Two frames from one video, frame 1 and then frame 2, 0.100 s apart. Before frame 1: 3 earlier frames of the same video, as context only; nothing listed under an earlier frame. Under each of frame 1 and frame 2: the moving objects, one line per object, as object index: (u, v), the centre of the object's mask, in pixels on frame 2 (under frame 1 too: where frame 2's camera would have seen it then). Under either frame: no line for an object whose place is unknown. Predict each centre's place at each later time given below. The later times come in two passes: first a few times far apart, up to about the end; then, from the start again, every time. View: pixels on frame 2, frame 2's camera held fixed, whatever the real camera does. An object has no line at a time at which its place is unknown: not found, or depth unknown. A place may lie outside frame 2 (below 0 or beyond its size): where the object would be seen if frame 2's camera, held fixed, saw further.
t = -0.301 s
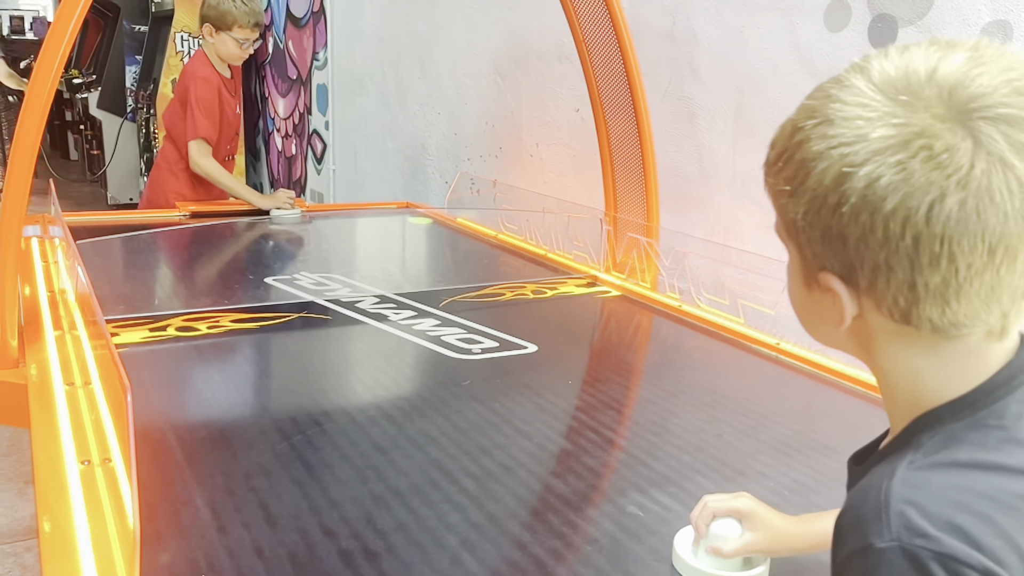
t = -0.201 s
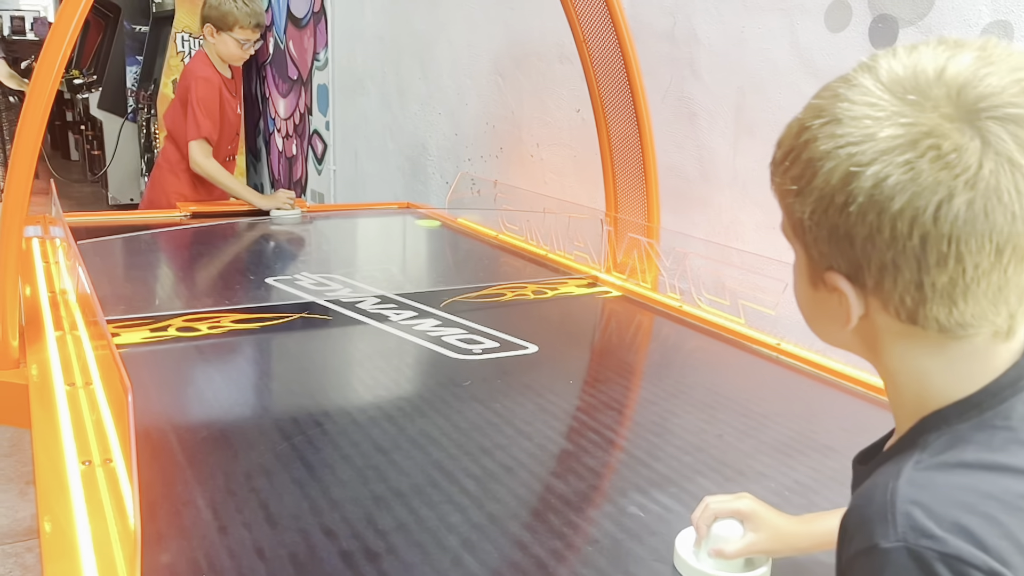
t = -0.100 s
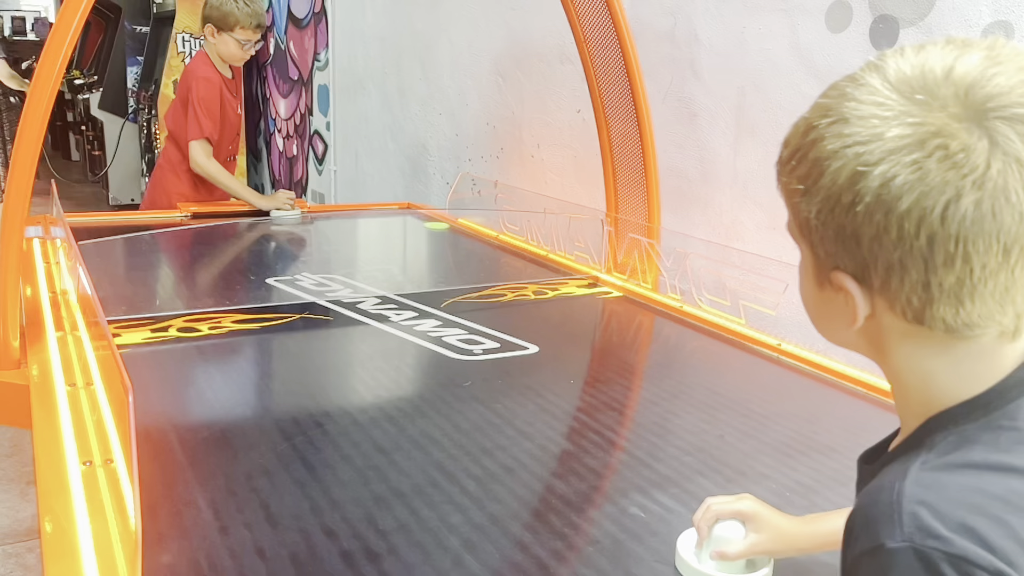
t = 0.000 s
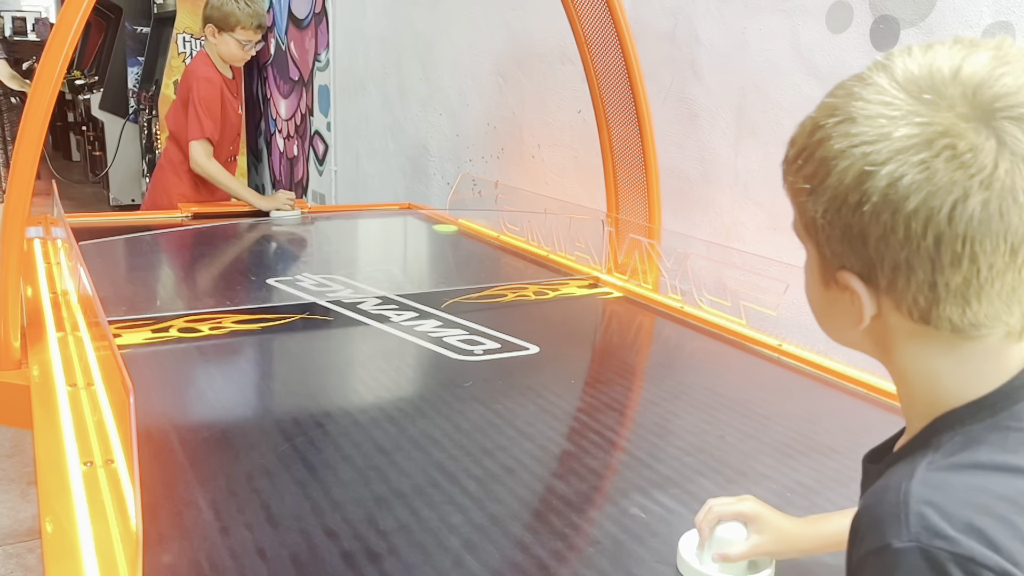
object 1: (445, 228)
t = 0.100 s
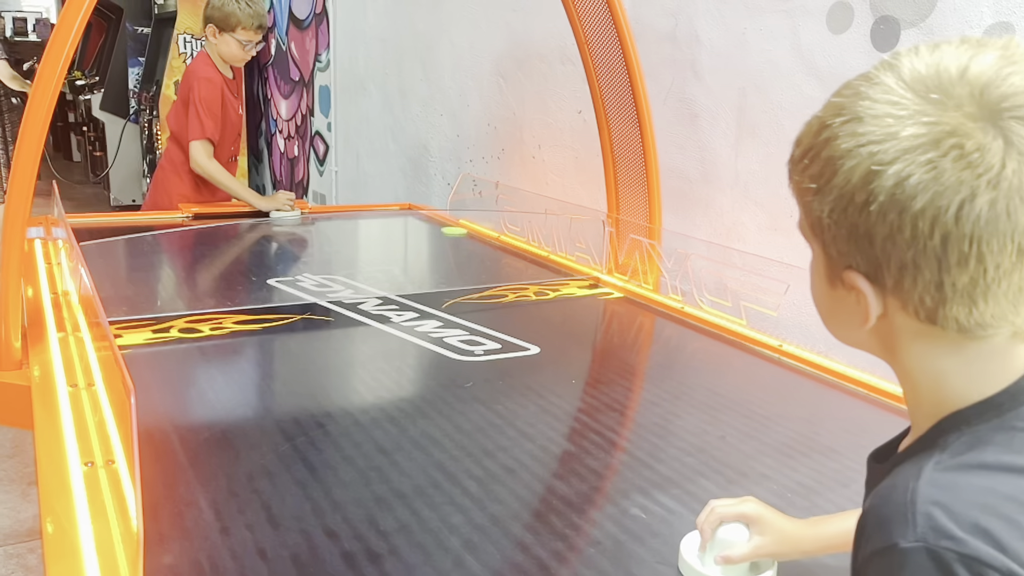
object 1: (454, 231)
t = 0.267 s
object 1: (460, 235)
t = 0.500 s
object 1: (466, 241)
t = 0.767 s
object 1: (476, 248)
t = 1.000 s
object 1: (484, 254)
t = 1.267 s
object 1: (494, 263)
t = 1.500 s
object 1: (503, 271)
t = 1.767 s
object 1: (515, 280)
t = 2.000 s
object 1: (526, 288)
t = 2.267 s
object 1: (539, 300)
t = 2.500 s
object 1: (553, 311)
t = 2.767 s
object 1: (569, 324)
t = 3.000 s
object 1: (586, 338)
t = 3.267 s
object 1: (606, 354)
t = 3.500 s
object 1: (626, 370)
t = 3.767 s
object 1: (652, 392)
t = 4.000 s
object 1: (678, 413)
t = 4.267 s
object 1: (712, 440)
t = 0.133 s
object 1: (455, 232)
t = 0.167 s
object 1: (456, 232)
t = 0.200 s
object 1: (458, 233)
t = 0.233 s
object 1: (459, 234)
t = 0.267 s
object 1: (460, 235)
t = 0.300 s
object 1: (461, 236)
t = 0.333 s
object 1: (462, 236)
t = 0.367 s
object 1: (463, 237)
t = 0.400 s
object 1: (463, 238)
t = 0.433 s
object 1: (465, 239)
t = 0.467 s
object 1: (466, 240)
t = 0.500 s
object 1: (466, 241)
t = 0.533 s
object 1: (468, 241)
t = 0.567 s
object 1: (469, 242)
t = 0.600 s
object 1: (470, 243)
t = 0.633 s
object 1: (471, 244)
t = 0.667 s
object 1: (472, 245)
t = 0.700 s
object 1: (473, 246)
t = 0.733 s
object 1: (474, 247)
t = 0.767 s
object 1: (476, 248)
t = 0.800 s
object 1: (477, 249)
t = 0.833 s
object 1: (478, 249)
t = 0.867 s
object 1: (479, 250)
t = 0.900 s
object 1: (480, 251)
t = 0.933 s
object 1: (481, 252)
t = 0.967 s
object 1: (483, 253)
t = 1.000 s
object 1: (484, 254)
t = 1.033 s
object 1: (485, 255)
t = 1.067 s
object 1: (486, 256)
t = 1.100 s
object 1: (488, 257)
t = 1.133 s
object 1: (489, 258)
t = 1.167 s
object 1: (490, 259)
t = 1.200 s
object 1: (491, 261)
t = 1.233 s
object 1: (493, 262)
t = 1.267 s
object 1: (494, 263)
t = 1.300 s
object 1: (495, 264)
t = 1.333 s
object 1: (497, 265)
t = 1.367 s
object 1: (498, 266)
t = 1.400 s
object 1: (499, 267)
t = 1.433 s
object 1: (501, 269)
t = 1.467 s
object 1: (502, 270)
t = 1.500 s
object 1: (503, 271)
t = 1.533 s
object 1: (505, 272)
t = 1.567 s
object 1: (507, 273)
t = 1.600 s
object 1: (508, 274)
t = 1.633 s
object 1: (509, 276)
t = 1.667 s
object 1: (511, 277)
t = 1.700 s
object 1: (512, 278)
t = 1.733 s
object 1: (514, 279)
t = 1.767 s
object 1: (515, 280)
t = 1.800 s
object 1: (517, 281)
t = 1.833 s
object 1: (518, 283)
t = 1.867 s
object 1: (520, 284)
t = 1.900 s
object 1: (522, 285)
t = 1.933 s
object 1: (523, 286)
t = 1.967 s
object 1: (524, 287)
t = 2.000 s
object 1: (526, 288)
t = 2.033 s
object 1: (528, 290)
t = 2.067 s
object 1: (529, 292)
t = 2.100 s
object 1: (531, 293)
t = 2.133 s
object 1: (534, 295)
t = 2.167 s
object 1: (535, 296)
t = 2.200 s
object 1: (536, 297)
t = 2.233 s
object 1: (537, 299)
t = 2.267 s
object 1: (539, 300)
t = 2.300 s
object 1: (541, 302)
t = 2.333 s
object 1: (543, 303)
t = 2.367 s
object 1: (545, 305)
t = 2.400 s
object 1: (547, 306)
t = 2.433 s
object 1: (549, 308)
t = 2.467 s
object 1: (551, 309)
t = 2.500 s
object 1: (553, 311)
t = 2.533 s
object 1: (555, 313)
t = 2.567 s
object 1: (557, 314)
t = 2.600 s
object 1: (559, 316)
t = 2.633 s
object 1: (561, 318)
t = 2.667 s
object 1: (563, 319)
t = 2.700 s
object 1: (565, 321)
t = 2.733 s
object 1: (567, 323)
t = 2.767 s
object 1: (569, 324)
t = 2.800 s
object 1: (572, 326)
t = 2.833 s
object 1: (574, 328)
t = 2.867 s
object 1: (576, 330)
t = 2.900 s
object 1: (579, 332)
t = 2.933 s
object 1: (581, 334)
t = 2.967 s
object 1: (583, 336)
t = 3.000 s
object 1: (586, 338)
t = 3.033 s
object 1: (588, 340)
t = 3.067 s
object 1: (591, 342)
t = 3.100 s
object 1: (593, 344)
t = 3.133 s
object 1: (596, 346)
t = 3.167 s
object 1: (598, 348)
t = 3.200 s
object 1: (601, 350)
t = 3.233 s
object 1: (603, 352)
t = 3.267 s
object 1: (606, 354)
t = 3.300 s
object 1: (609, 357)
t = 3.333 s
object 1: (612, 359)
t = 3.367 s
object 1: (614, 361)
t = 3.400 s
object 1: (617, 363)
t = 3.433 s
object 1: (620, 366)
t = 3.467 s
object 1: (623, 368)
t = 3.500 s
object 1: (626, 370)
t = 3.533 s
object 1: (629, 373)
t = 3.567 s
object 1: (633, 376)
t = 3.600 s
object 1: (635, 378)
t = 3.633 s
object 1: (639, 381)
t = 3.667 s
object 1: (642, 384)
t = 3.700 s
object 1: (645, 386)
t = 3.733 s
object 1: (649, 389)
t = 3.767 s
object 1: (652, 392)
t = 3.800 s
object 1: (655, 395)
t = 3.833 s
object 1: (659, 397)
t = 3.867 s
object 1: (663, 400)
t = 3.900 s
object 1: (666, 403)
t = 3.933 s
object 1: (670, 407)
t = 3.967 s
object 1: (674, 410)
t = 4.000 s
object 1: (678, 413)
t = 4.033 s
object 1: (682, 416)
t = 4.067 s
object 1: (686, 419)
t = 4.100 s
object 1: (690, 422)
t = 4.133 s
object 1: (694, 425)
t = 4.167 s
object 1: (698, 429)
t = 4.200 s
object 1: (703, 433)
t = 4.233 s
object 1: (707, 436)
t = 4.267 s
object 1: (712, 440)
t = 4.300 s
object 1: (716, 443)
